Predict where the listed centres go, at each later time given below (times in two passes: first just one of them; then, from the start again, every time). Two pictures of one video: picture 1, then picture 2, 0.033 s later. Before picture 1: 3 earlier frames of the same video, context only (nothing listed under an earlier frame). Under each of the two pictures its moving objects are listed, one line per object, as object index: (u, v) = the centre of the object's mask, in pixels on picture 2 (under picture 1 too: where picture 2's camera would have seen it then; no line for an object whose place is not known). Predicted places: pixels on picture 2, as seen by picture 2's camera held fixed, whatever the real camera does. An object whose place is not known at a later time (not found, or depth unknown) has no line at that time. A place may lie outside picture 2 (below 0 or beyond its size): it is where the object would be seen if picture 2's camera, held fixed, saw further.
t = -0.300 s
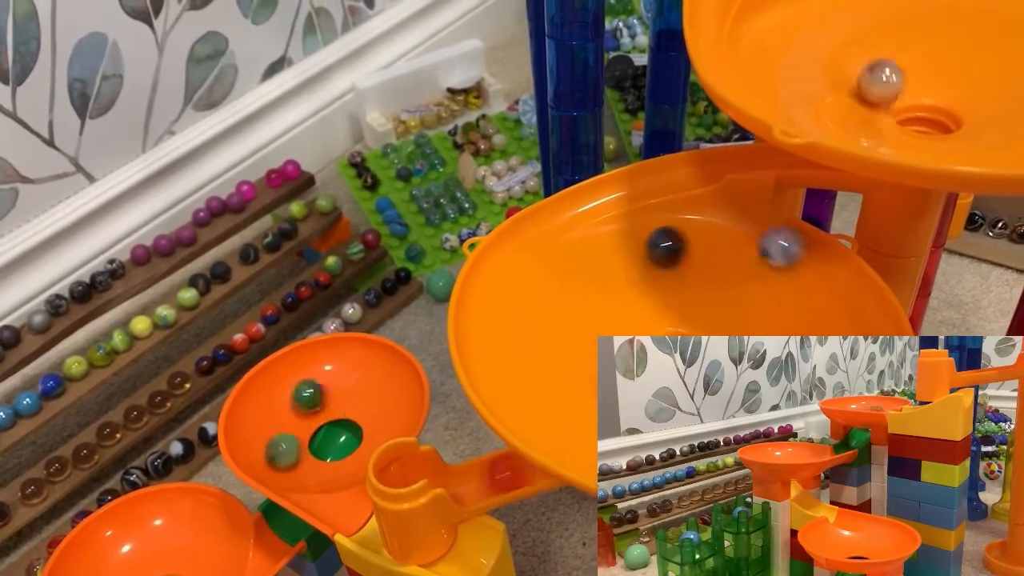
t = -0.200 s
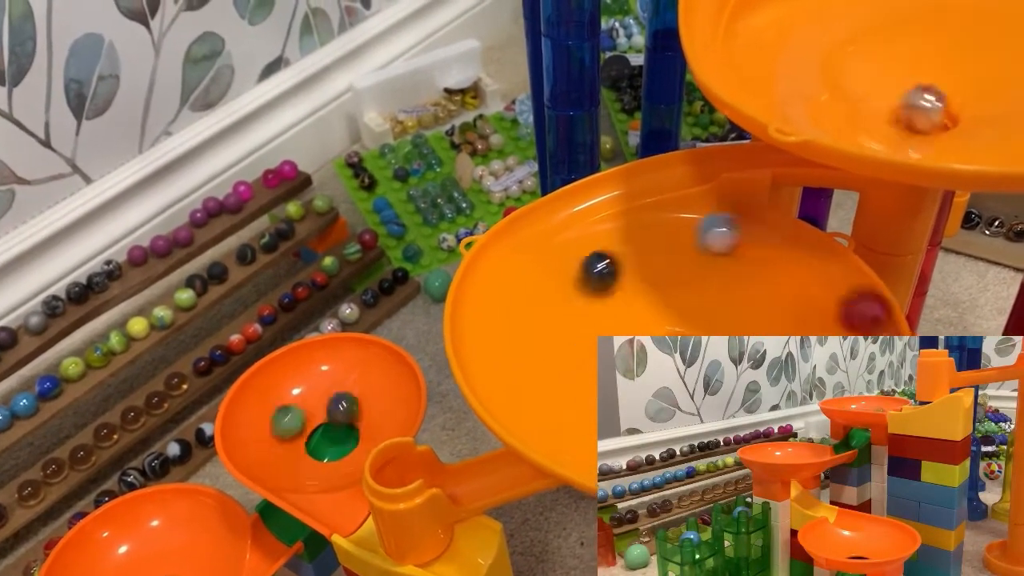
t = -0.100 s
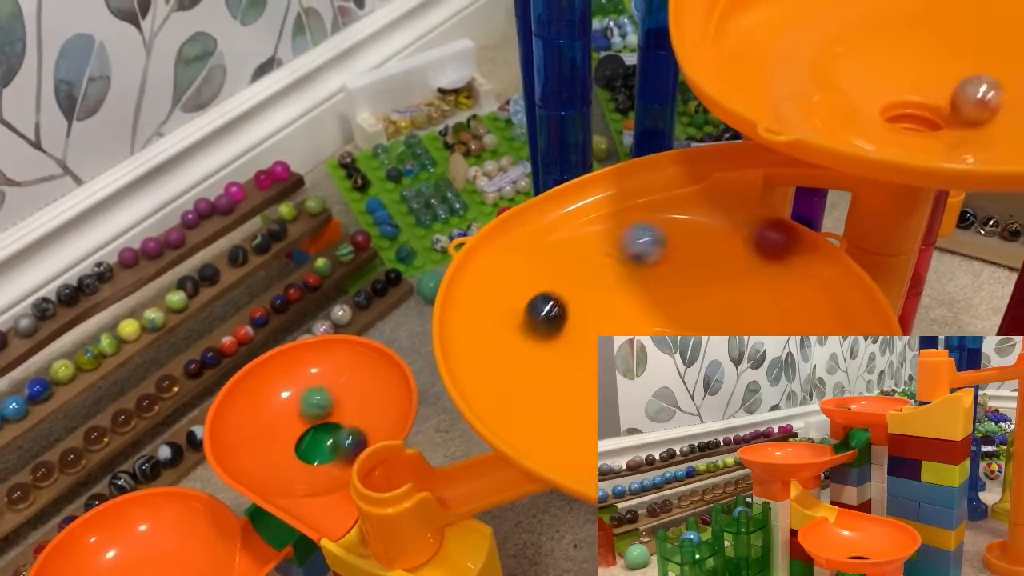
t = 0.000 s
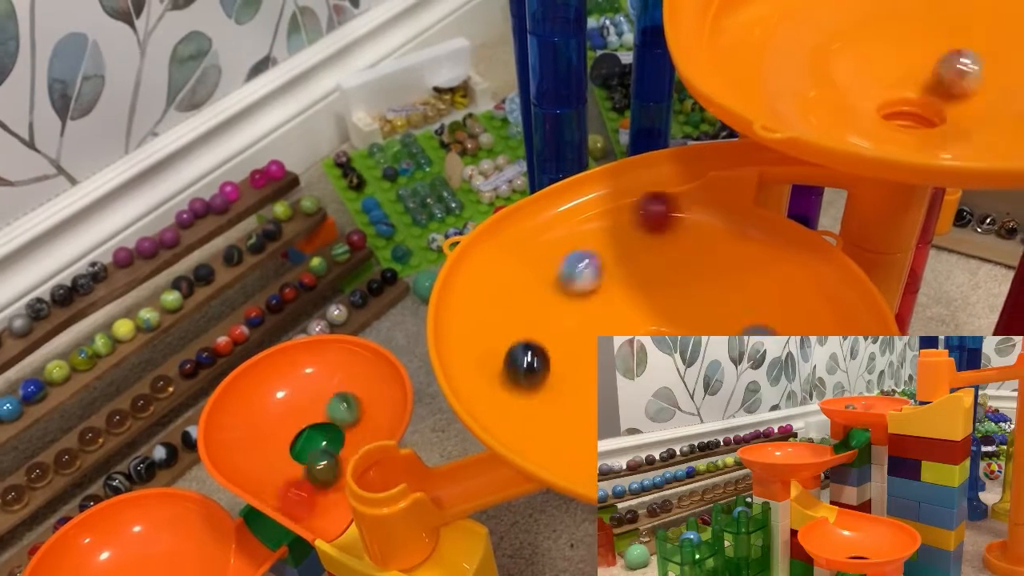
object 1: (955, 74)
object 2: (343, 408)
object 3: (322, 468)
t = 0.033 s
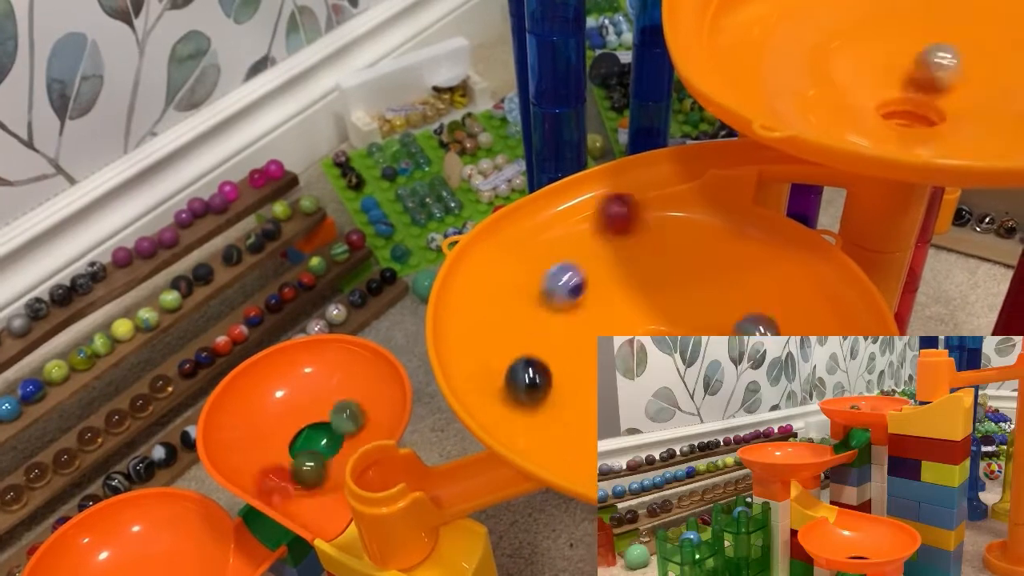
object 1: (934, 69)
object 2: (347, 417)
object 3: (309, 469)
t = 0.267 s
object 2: (280, 467)
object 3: (280, 404)
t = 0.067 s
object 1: (912, 67)
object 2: (347, 428)
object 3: (296, 466)
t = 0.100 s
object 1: (890, 69)
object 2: (342, 439)
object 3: (285, 459)
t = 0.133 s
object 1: (874, 73)
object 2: (332, 450)
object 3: (277, 449)
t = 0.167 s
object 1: (866, 80)
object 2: (320, 460)
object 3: (273, 436)
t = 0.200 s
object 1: (868, 87)
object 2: (307, 466)
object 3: (272, 424)
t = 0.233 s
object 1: (878, 95)
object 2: (293, 469)
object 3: (275, 412)
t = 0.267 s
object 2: (280, 467)
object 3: (280, 404)
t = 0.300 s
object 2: (272, 461)
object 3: (289, 399)
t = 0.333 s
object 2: (267, 452)
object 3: (301, 400)
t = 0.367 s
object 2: (267, 441)
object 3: (311, 405)
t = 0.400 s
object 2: (272, 430)
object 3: (322, 410)
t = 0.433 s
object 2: (280, 419)
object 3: (330, 423)
